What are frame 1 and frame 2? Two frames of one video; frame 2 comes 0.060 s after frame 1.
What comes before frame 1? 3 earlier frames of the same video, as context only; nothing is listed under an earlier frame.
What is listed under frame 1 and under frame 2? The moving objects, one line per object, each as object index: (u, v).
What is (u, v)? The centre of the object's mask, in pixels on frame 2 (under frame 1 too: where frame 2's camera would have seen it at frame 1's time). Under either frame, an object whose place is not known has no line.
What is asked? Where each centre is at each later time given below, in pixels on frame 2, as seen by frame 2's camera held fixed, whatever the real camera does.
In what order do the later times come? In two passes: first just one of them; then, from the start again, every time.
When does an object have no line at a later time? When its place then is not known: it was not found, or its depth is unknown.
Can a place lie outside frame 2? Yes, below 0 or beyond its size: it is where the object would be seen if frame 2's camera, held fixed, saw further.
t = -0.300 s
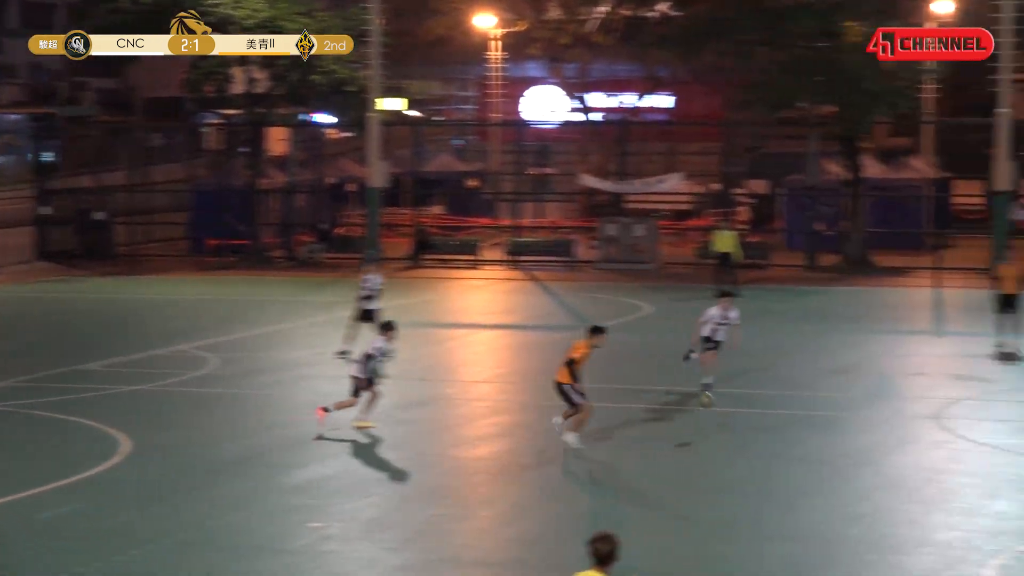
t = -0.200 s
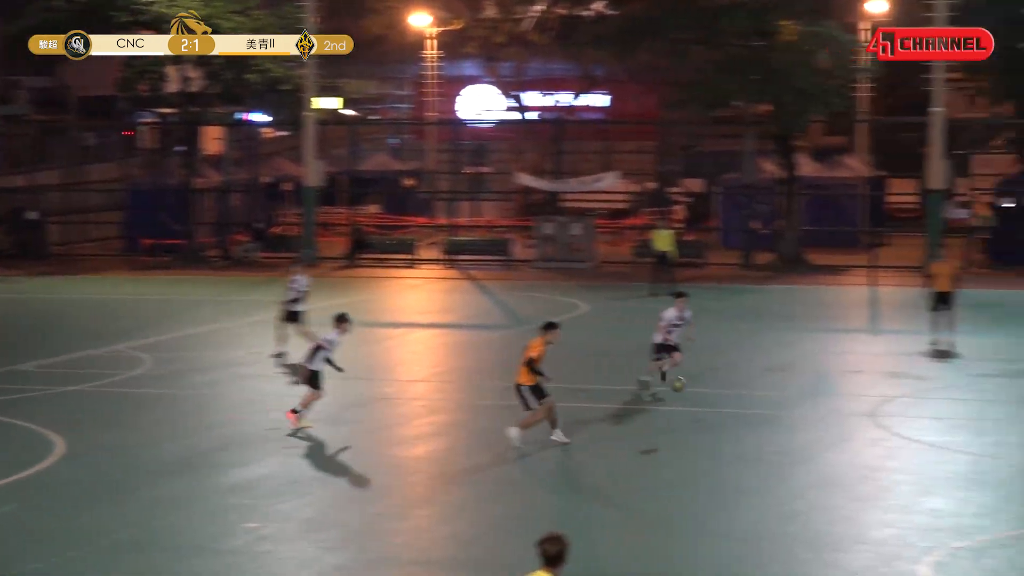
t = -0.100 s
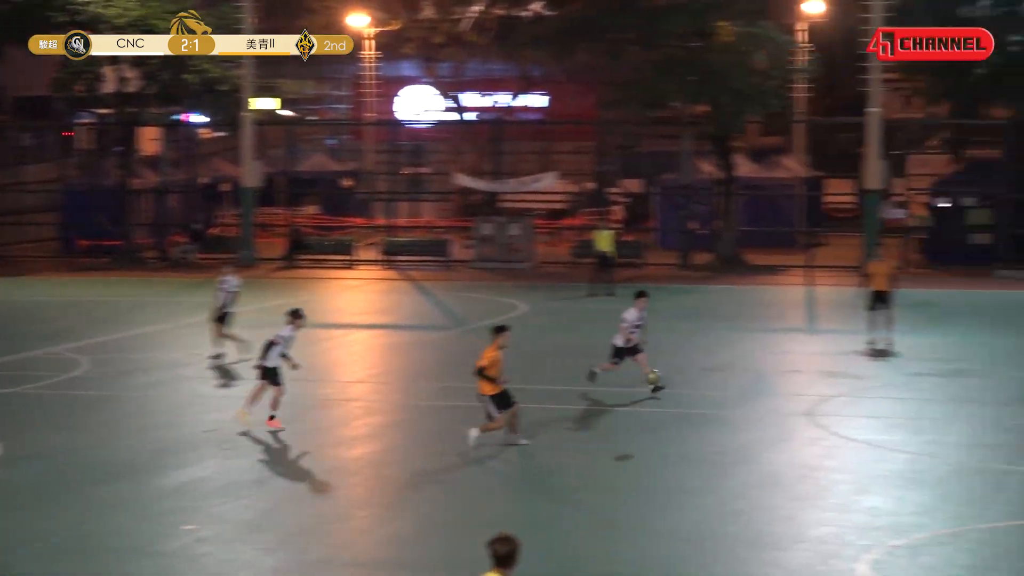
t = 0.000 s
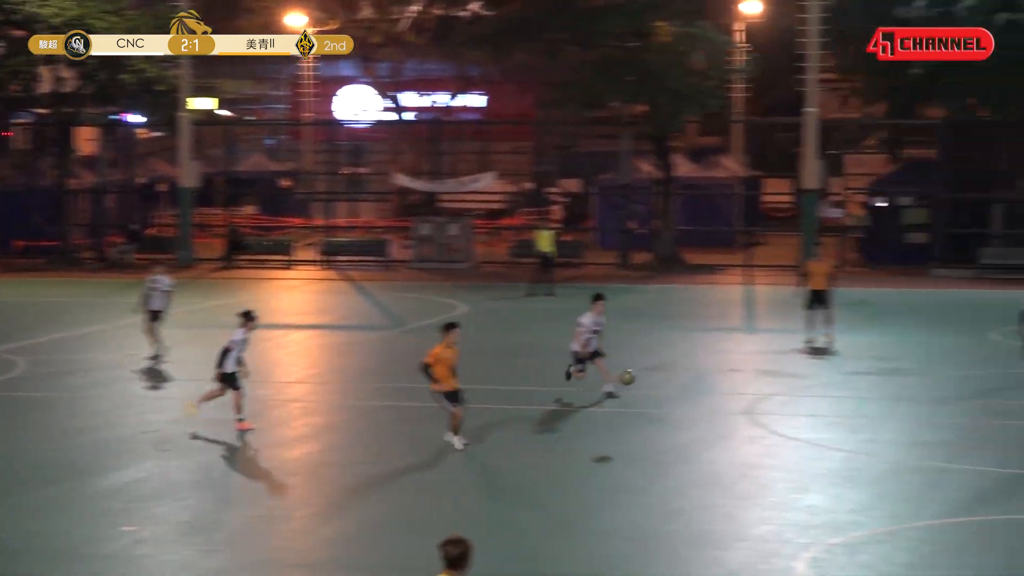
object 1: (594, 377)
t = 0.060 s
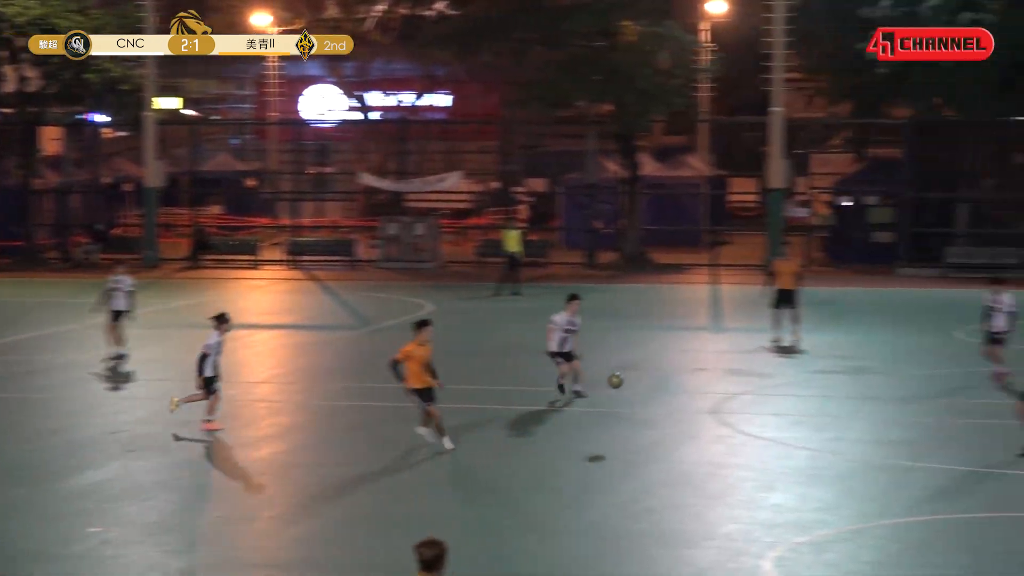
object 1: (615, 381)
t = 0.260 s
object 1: (682, 414)
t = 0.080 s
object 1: (621, 383)
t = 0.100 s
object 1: (628, 385)
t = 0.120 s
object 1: (635, 387)
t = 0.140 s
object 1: (641, 390)
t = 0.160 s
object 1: (648, 393)
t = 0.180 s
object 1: (655, 397)
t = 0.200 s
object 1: (662, 401)
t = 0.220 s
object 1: (669, 405)
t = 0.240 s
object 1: (676, 409)
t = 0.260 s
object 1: (682, 414)
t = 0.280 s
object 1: (689, 419)
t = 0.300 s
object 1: (696, 424)
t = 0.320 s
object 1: (703, 430)
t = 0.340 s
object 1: (710, 431)
